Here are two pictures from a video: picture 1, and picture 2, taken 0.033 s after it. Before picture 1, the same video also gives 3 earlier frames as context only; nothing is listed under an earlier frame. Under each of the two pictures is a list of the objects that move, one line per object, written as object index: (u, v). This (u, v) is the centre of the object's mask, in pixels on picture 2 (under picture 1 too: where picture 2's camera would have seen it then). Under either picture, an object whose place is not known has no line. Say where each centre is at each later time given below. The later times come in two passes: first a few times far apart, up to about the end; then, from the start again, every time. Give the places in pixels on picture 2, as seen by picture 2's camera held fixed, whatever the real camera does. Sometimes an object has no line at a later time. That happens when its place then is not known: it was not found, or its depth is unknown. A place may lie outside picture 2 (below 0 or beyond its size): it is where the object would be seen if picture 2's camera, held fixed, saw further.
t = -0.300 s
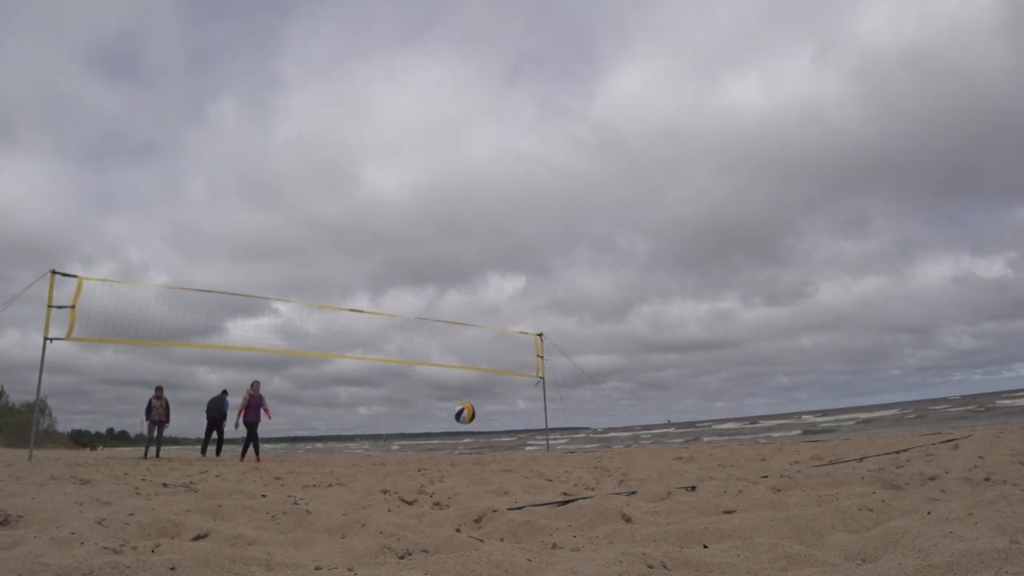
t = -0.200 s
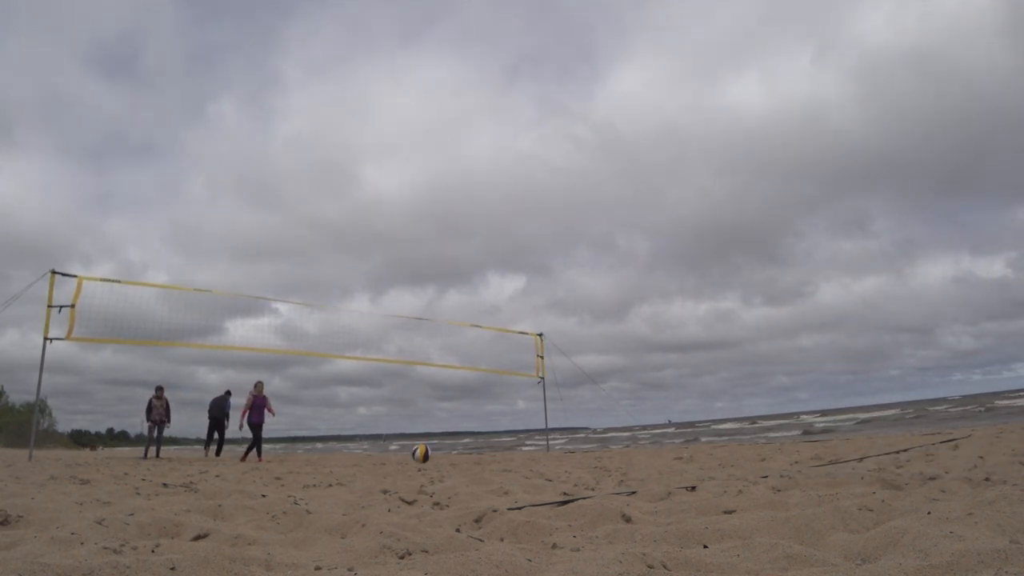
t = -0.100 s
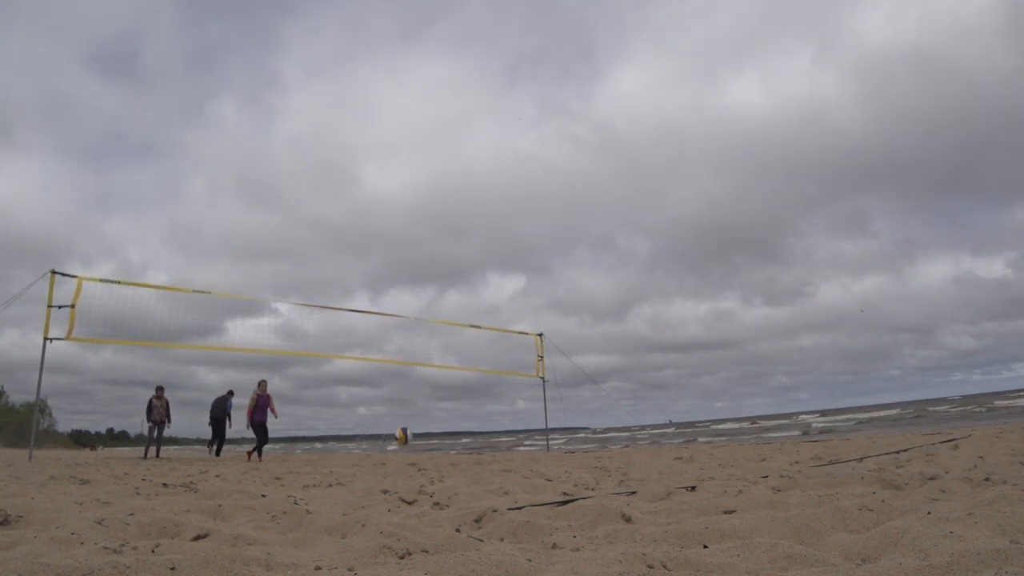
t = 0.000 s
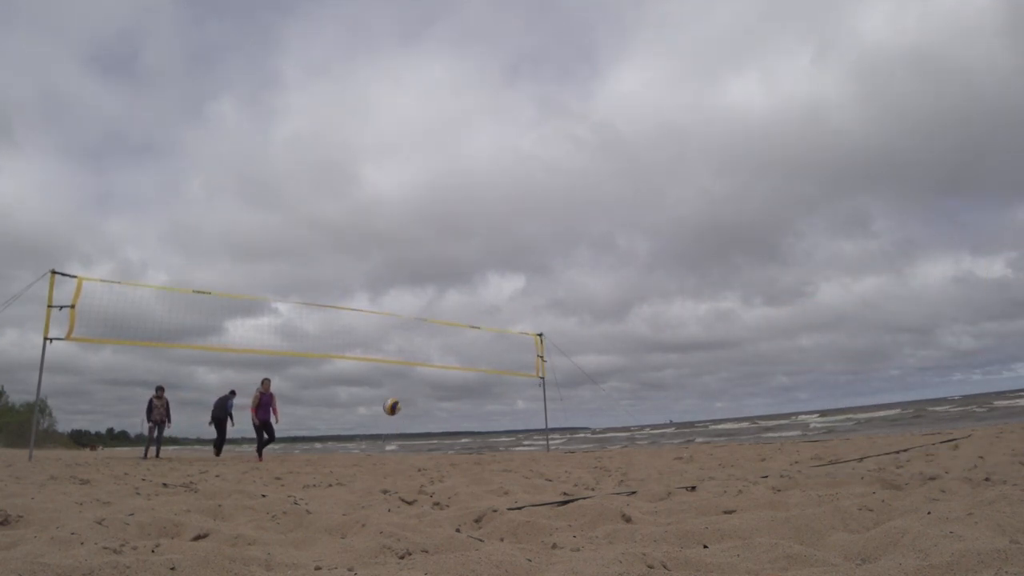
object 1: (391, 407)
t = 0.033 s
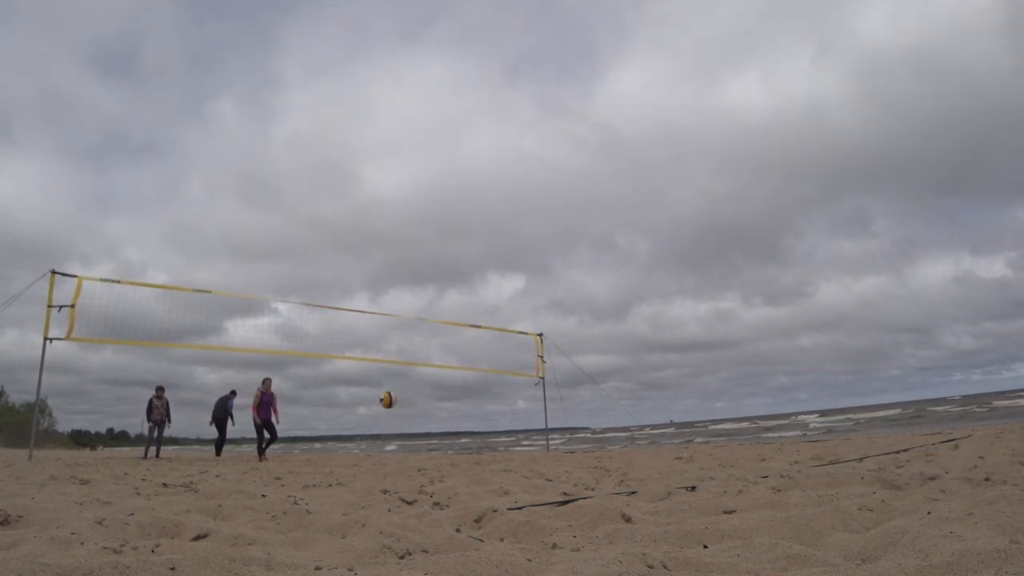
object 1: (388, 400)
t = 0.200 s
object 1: (371, 381)
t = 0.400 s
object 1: (353, 391)
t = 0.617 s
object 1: (337, 433)
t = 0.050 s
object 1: (385, 397)
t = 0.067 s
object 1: (384, 394)
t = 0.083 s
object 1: (382, 392)
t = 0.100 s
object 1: (381, 389)
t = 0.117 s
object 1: (379, 387)
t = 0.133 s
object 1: (377, 386)
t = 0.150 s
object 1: (375, 384)
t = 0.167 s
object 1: (373, 383)
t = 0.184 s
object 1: (372, 382)
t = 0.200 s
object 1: (371, 381)
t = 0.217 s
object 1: (369, 381)
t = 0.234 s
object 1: (367, 381)
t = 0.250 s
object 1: (366, 381)
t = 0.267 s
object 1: (364, 381)
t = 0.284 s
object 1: (363, 382)
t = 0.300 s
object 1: (361, 382)
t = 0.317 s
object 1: (360, 383)
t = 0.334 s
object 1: (359, 384)
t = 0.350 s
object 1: (357, 385)
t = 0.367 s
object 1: (356, 387)
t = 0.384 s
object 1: (354, 389)
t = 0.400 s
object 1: (353, 391)
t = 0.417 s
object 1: (352, 393)
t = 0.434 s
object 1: (350, 396)
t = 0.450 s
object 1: (349, 398)
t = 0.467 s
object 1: (347, 401)
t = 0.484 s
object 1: (346, 403)
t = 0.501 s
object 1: (345, 407)
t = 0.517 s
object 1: (343, 410)
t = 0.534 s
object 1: (342, 413)
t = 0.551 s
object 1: (341, 417)
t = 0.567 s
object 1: (340, 421)
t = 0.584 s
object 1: (338, 425)
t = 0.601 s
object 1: (337, 428)
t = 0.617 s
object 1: (337, 433)
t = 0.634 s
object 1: (335, 437)
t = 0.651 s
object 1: (334, 442)
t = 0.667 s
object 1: (332, 446)
